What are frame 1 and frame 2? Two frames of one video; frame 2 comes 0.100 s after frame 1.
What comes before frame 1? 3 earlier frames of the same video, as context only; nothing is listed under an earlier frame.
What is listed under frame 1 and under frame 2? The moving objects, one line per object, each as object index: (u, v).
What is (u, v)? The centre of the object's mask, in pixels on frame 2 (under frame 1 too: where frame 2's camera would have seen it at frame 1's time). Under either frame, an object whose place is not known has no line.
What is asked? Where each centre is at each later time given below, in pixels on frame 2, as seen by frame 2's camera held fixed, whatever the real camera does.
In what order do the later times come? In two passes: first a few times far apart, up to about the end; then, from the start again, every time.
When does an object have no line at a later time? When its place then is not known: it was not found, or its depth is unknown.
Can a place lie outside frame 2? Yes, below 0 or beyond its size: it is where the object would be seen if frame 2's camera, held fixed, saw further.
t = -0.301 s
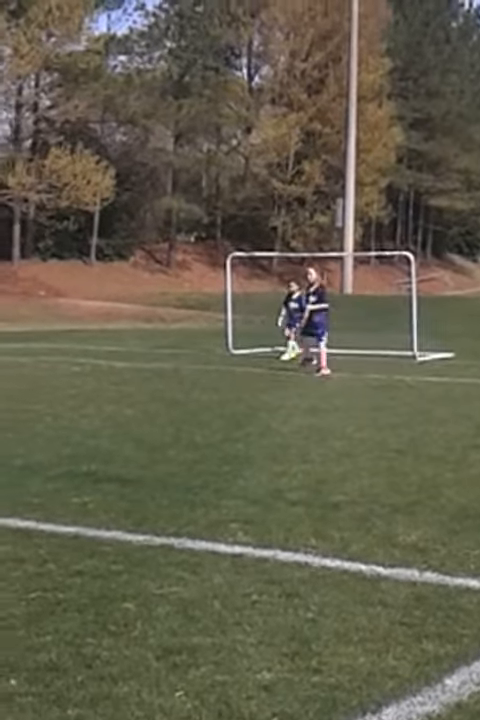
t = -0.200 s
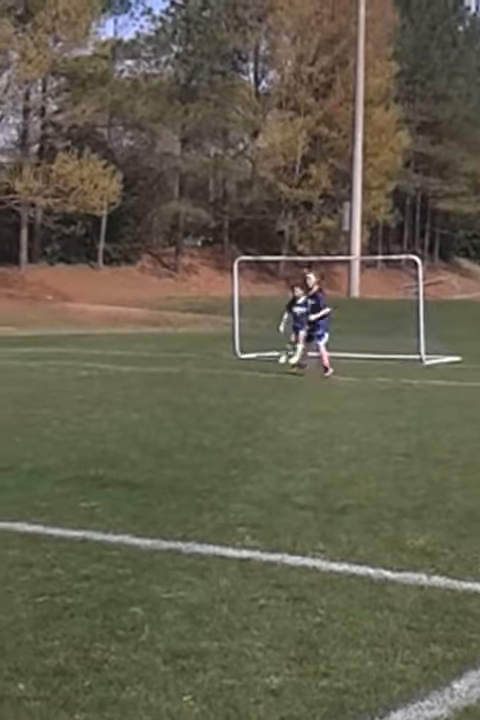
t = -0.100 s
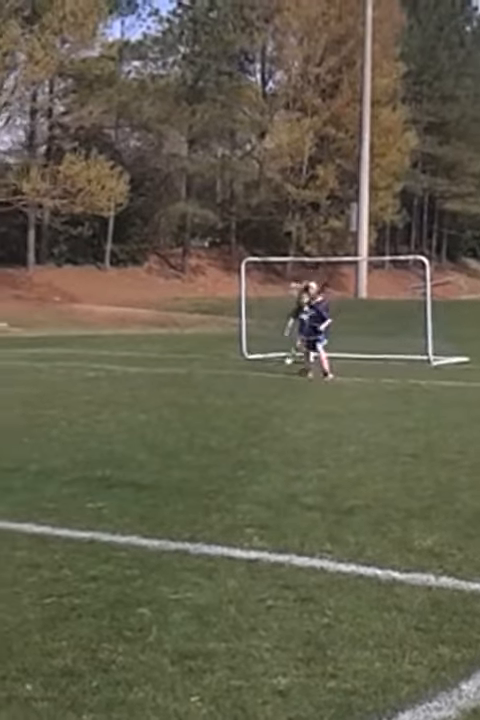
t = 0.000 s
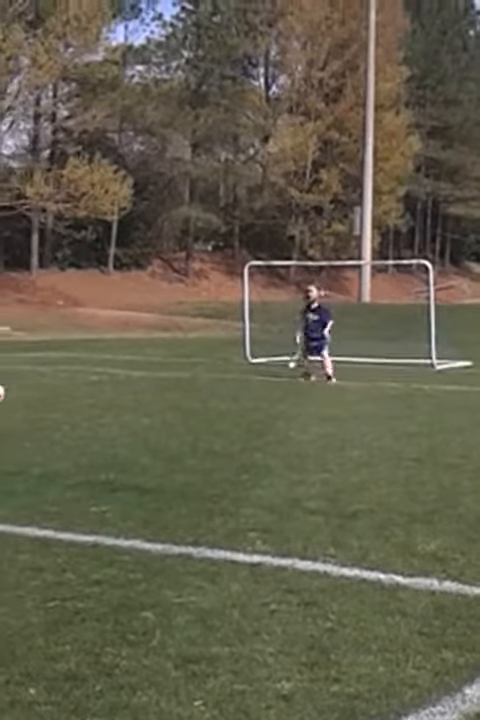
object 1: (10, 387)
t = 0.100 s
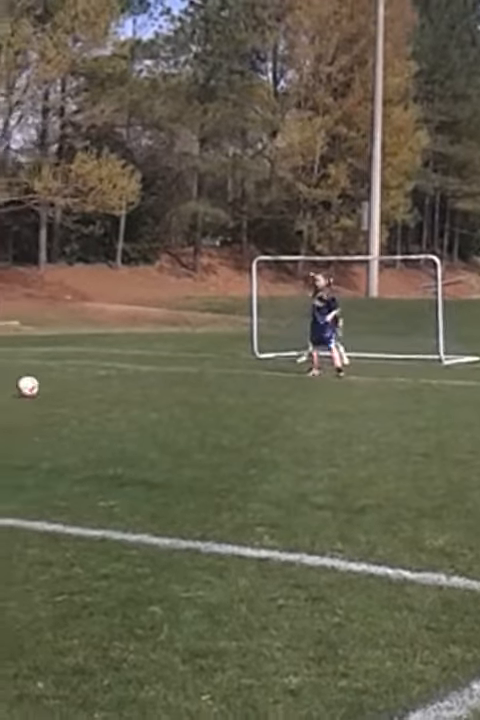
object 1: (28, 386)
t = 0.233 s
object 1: (59, 384)
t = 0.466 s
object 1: (110, 381)
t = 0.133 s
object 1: (36, 385)
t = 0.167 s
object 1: (44, 384)
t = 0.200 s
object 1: (51, 384)
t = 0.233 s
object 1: (59, 384)
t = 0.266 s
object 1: (66, 384)
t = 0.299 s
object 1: (74, 383)
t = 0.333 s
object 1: (81, 383)
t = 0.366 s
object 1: (88, 382)
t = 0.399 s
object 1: (96, 381)
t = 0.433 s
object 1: (102, 382)
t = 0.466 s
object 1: (110, 381)
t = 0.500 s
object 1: (116, 379)
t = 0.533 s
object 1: (123, 380)
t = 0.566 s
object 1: (129, 380)
